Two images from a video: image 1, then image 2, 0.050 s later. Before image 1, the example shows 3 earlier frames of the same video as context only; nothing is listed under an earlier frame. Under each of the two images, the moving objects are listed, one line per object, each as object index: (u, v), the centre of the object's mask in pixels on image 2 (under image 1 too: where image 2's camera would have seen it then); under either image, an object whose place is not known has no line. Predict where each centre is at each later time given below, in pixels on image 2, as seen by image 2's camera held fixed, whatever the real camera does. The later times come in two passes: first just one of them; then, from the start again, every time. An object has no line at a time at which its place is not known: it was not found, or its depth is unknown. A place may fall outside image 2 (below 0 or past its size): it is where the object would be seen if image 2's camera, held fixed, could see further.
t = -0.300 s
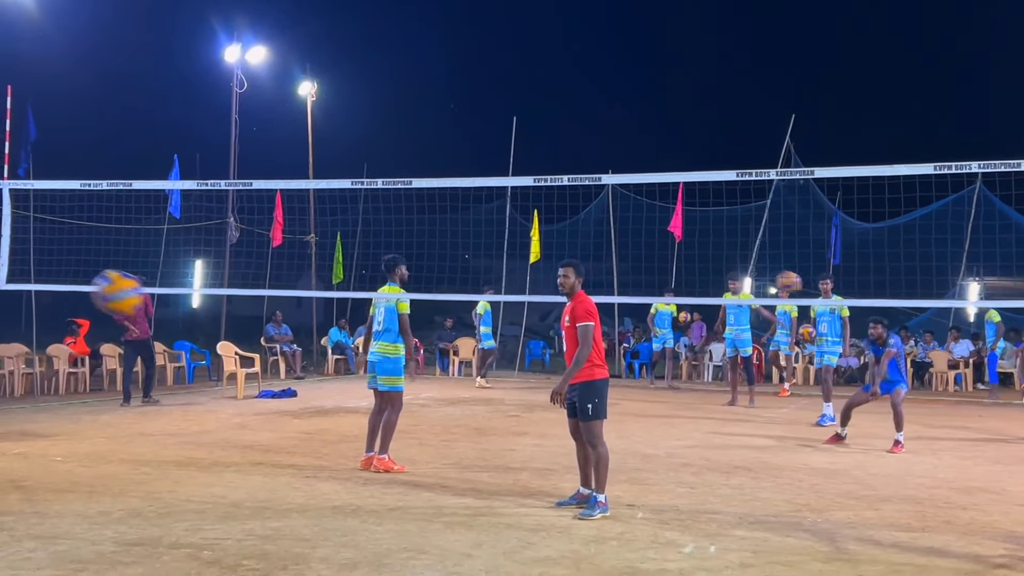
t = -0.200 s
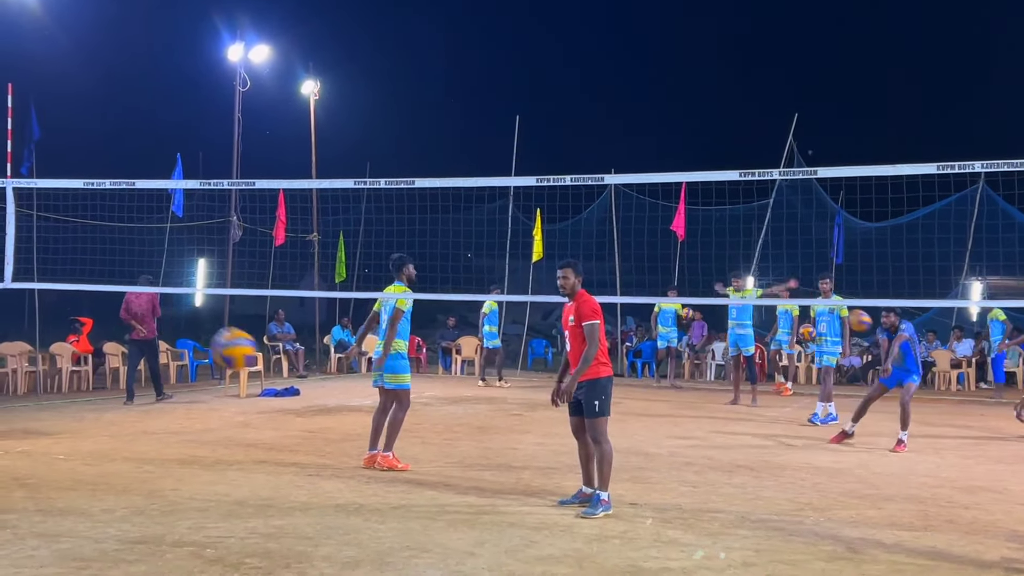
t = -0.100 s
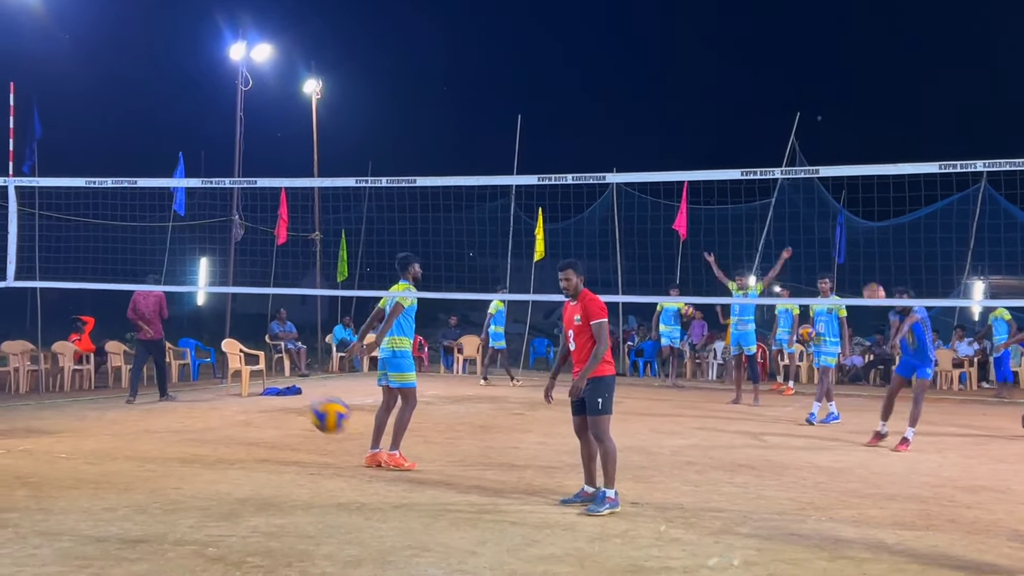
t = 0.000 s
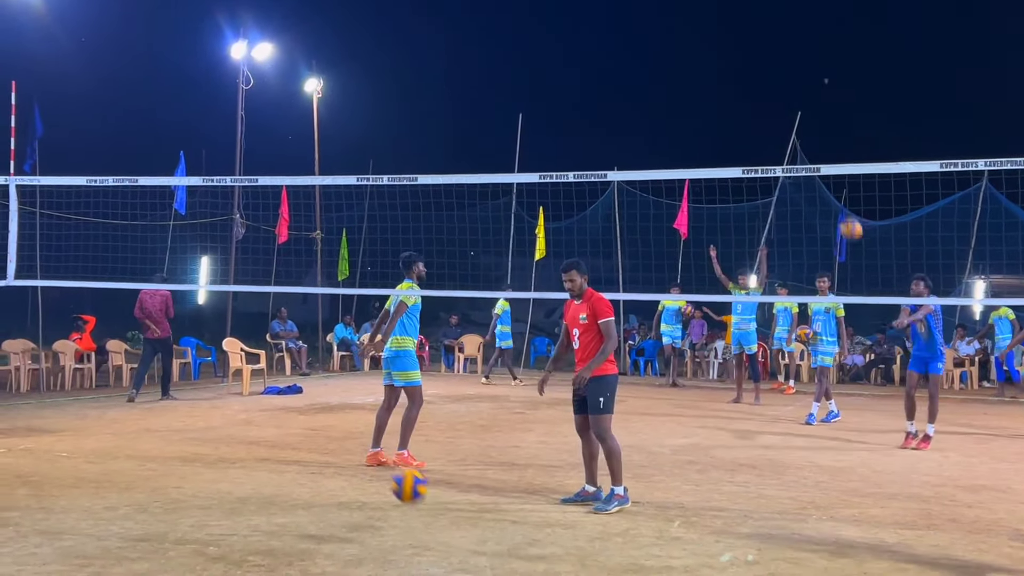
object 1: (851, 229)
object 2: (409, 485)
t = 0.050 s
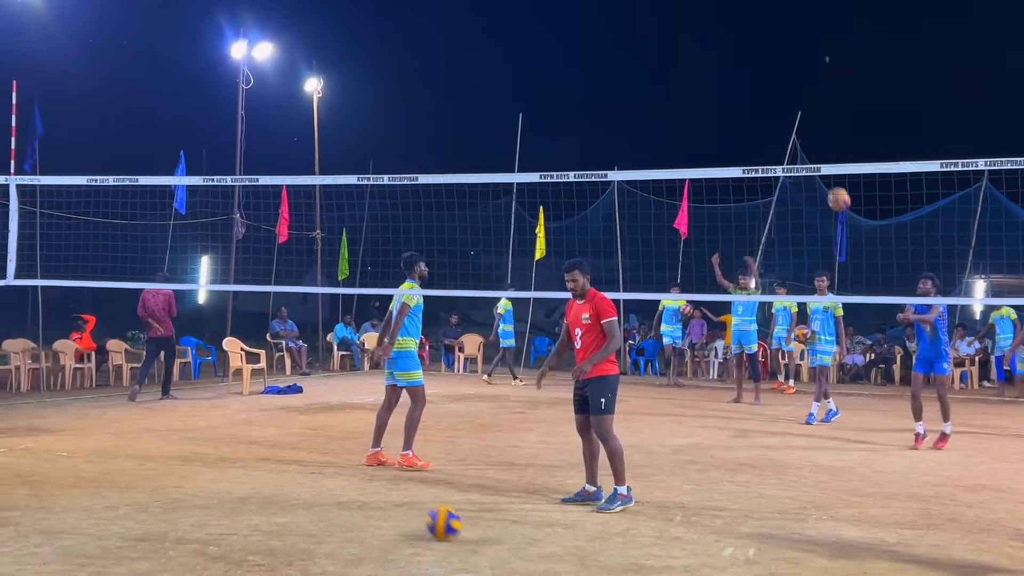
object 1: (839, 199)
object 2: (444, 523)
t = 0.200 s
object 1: (801, 124)
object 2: (499, 428)
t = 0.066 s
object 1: (835, 190)
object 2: (452, 516)
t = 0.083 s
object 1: (831, 183)
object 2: (458, 503)
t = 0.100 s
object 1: (828, 179)
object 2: (465, 490)
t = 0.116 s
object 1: (821, 159)
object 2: (471, 480)
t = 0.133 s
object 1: (818, 155)
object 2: (477, 468)
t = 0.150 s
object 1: (813, 147)
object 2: (481, 457)
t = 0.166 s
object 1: (809, 139)
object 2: (487, 446)
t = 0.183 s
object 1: (805, 132)
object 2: (493, 438)
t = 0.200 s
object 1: (801, 124)
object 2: (499, 428)
